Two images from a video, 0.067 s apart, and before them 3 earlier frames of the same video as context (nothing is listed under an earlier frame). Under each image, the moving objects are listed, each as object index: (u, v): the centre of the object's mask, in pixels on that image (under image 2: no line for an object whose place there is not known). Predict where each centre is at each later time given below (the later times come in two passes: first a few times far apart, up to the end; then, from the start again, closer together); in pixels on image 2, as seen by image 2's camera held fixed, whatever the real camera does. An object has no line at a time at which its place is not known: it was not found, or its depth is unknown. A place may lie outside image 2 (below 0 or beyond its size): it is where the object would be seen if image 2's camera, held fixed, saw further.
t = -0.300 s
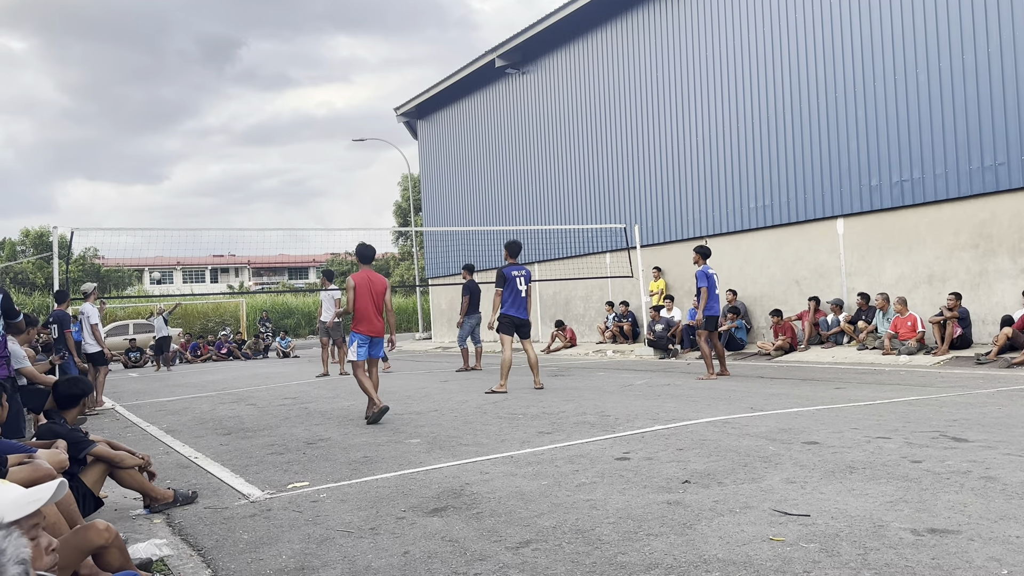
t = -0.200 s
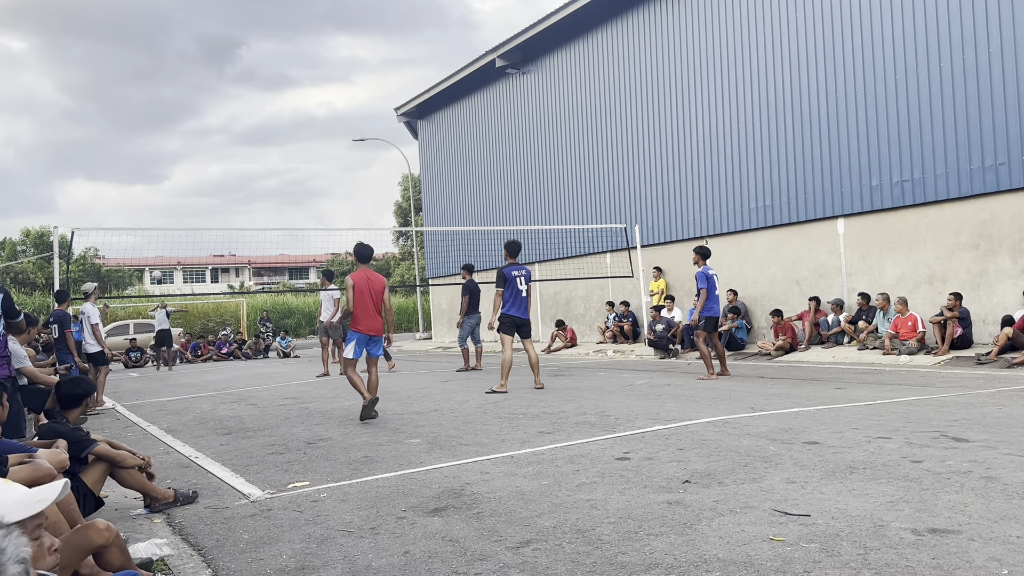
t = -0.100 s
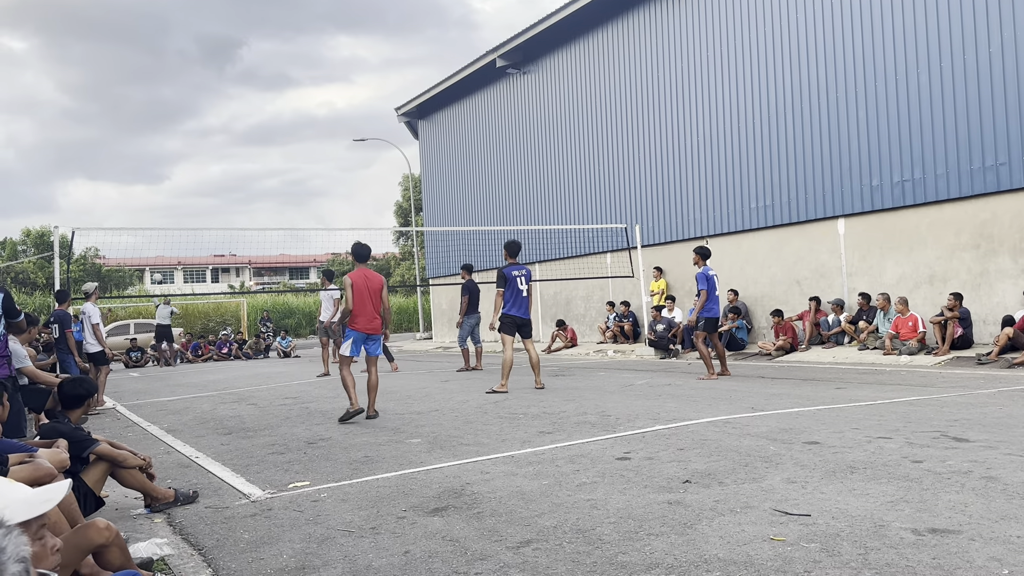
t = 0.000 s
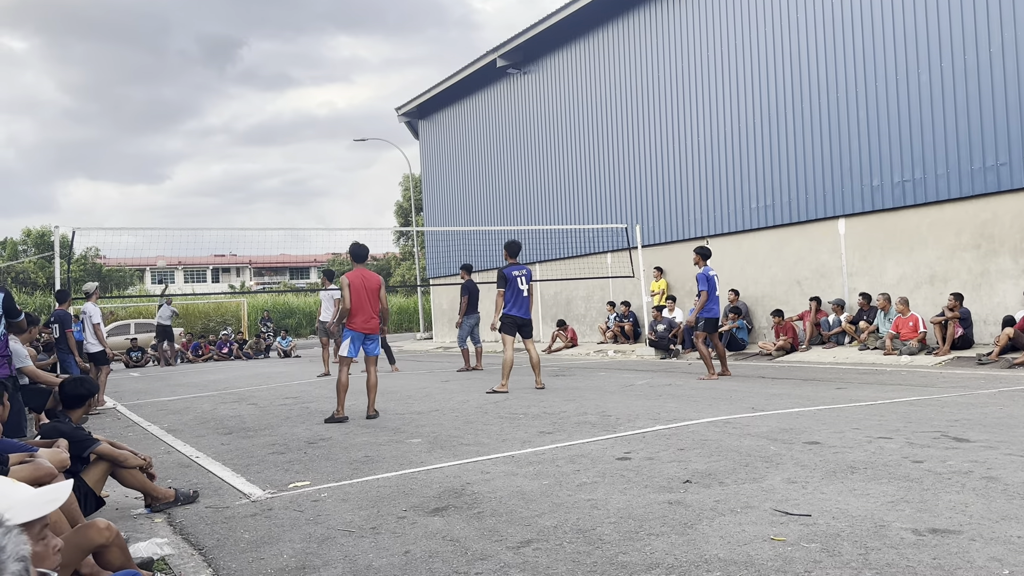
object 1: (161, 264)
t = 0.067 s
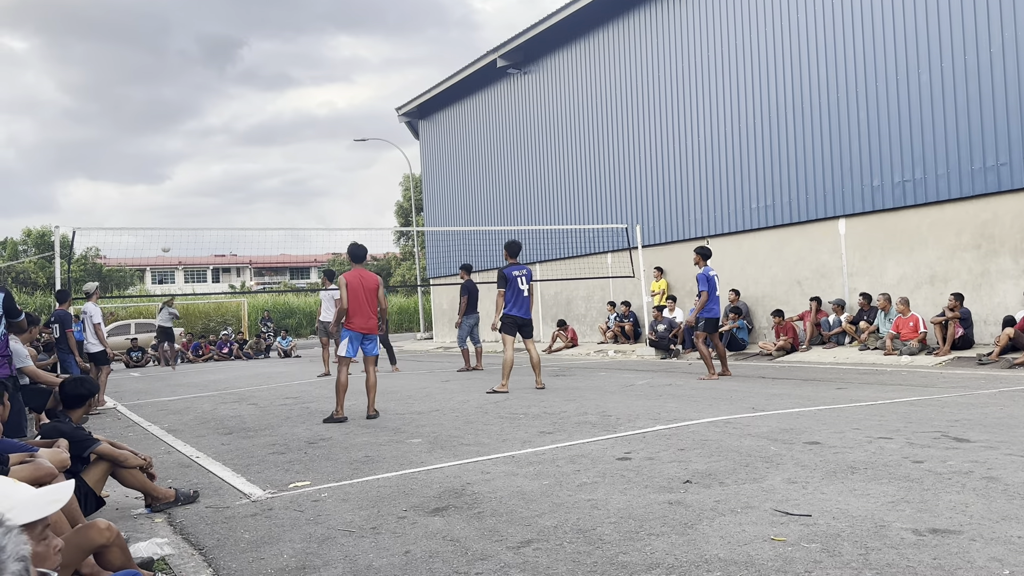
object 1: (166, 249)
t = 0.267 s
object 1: (177, 202)
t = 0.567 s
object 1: (205, 151)
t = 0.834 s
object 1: (240, 143)
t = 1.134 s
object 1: (307, 203)
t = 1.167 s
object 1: (316, 216)
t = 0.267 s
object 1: (177, 202)
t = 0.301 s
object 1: (179, 195)
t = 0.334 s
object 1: (182, 188)
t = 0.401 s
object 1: (189, 176)
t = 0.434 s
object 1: (191, 170)
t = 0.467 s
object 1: (195, 165)
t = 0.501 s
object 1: (198, 160)
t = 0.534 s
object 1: (202, 155)
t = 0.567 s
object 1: (205, 151)
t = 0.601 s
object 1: (209, 148)
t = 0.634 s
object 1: (213, 145)
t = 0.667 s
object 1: (217, 142)
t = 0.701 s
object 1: (221, 141)
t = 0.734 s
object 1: (225, 140)
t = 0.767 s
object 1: (230, 140)
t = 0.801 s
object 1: (235, 141)
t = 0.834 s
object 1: (240, 143)
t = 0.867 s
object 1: (246, 146)
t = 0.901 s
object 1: (252, 149)
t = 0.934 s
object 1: (259, 153)
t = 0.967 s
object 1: (266, 159)
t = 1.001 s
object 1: (274, 165)
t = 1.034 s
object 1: (282, 173)
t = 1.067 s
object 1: (290, 182)
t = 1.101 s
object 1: (298, 192)
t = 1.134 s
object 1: (307, 203)
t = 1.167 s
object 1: (316, 216)
